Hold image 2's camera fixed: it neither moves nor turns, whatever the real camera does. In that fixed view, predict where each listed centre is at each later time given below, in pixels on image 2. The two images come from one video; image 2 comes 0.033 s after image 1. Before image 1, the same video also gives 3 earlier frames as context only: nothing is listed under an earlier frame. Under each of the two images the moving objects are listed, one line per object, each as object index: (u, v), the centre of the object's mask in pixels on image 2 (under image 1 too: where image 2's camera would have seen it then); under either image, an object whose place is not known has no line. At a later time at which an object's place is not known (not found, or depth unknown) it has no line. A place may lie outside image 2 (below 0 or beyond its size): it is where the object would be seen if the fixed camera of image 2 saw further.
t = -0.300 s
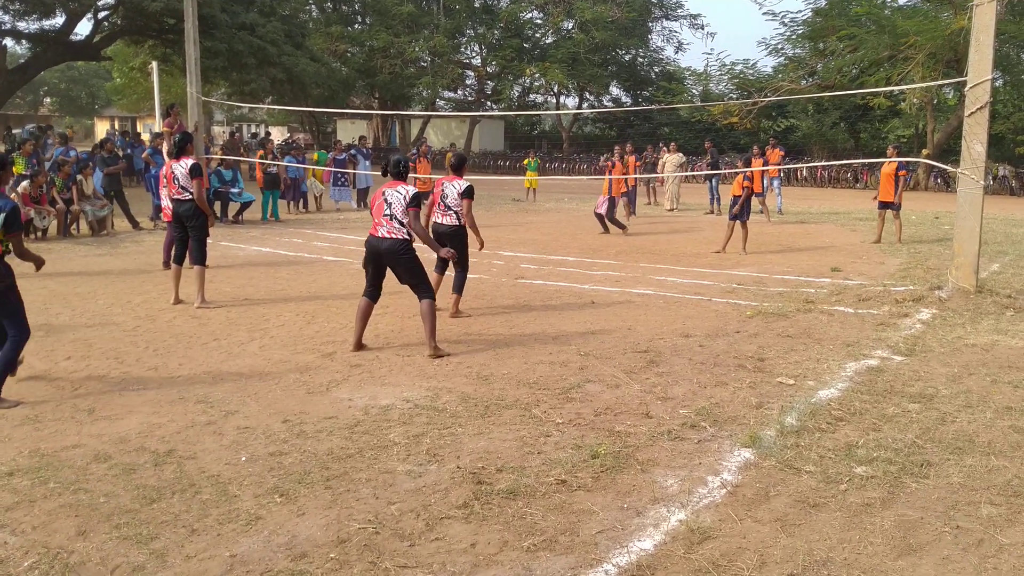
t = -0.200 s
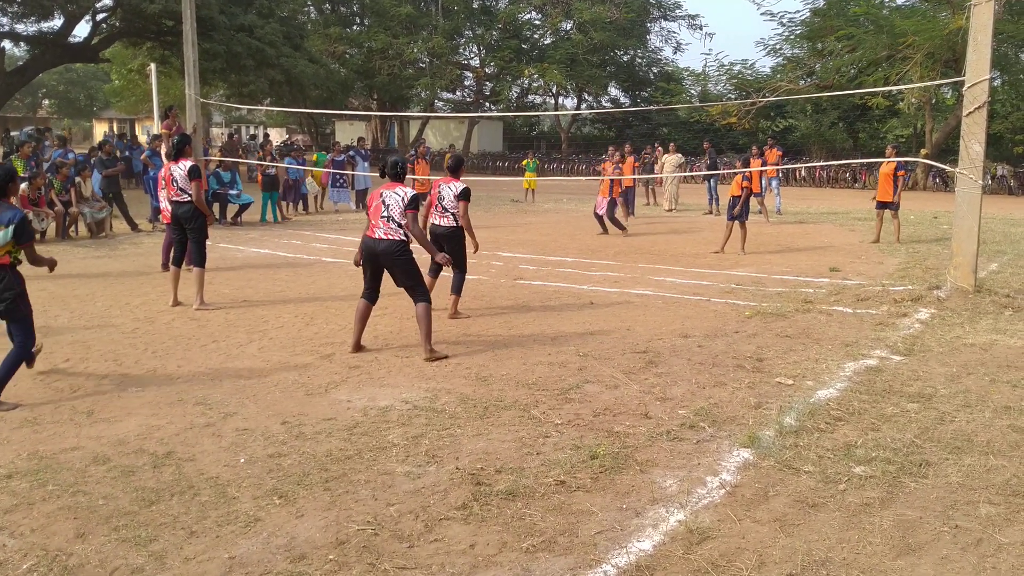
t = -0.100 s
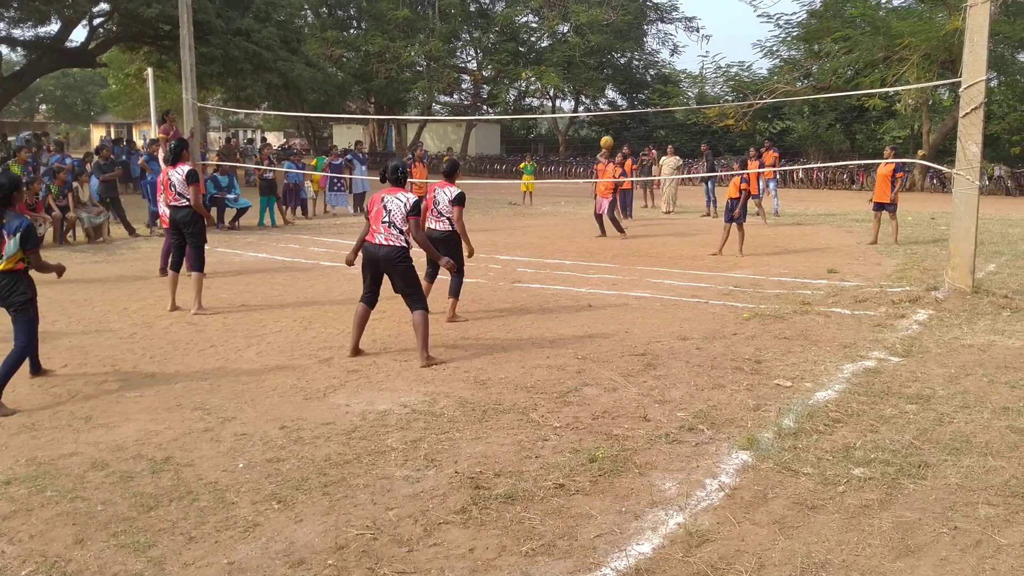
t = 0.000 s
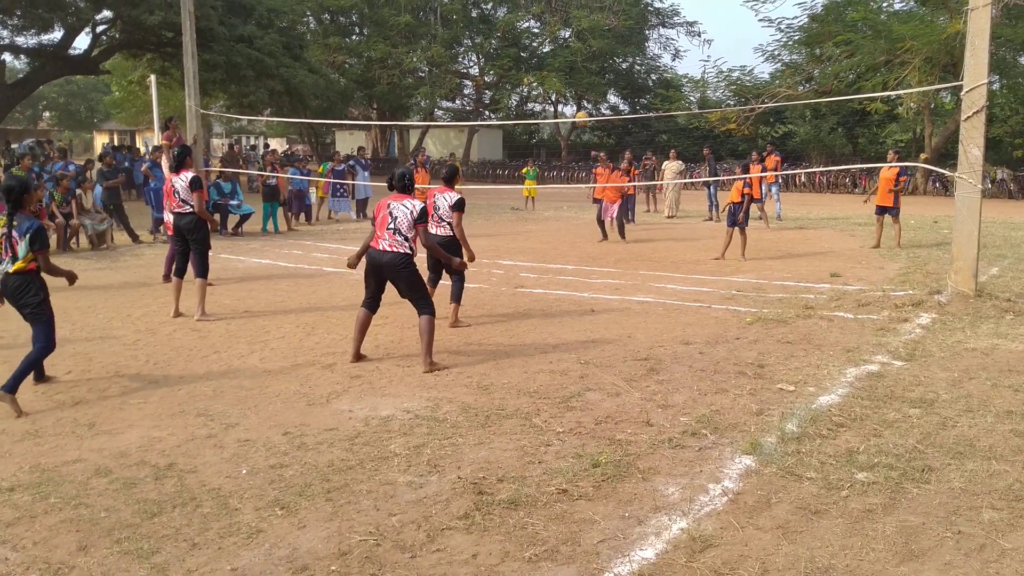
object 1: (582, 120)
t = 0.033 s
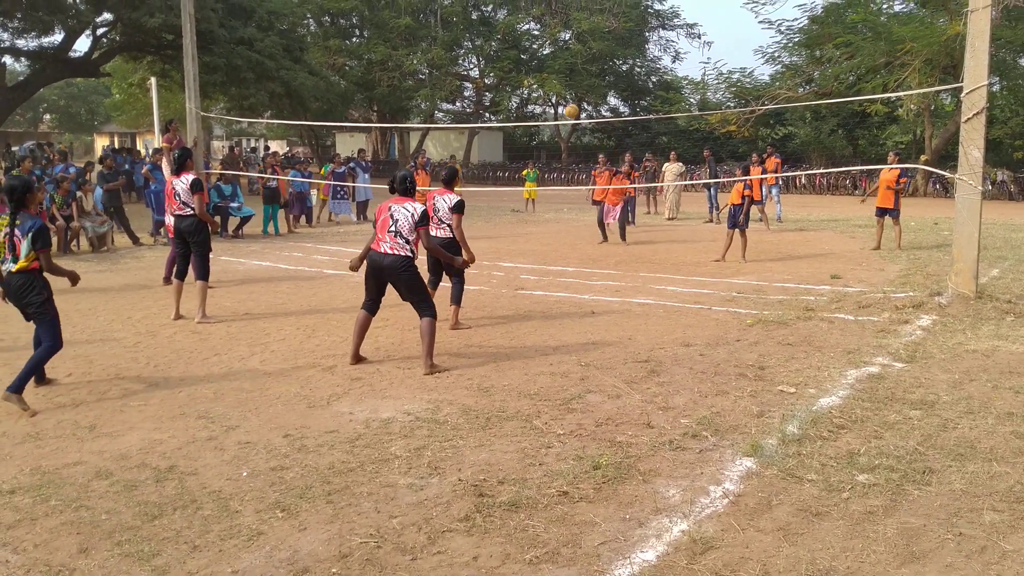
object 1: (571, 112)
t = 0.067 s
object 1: (561, 103)
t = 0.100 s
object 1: (550, 94)
